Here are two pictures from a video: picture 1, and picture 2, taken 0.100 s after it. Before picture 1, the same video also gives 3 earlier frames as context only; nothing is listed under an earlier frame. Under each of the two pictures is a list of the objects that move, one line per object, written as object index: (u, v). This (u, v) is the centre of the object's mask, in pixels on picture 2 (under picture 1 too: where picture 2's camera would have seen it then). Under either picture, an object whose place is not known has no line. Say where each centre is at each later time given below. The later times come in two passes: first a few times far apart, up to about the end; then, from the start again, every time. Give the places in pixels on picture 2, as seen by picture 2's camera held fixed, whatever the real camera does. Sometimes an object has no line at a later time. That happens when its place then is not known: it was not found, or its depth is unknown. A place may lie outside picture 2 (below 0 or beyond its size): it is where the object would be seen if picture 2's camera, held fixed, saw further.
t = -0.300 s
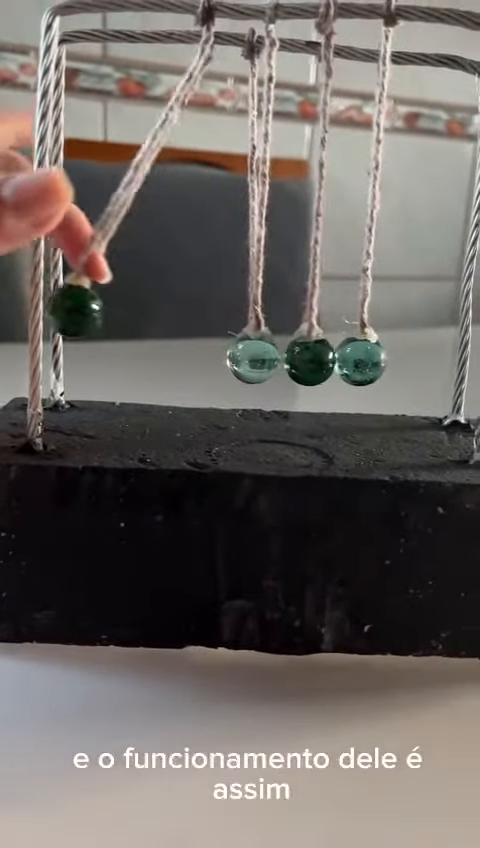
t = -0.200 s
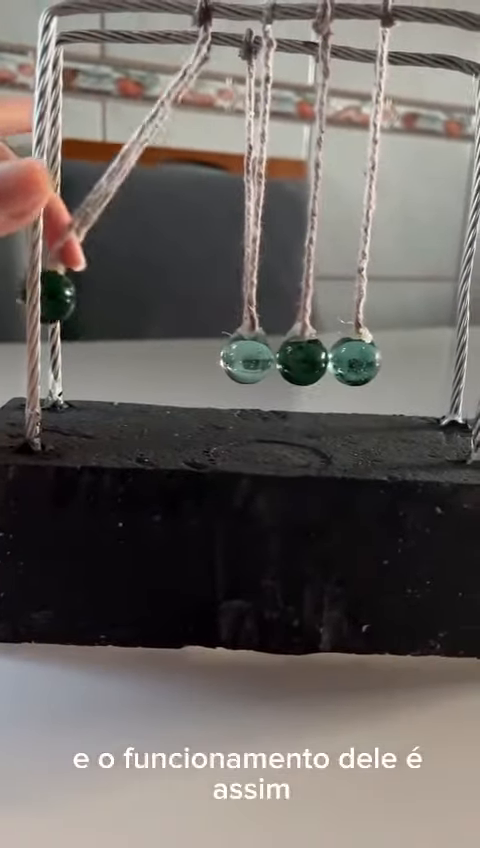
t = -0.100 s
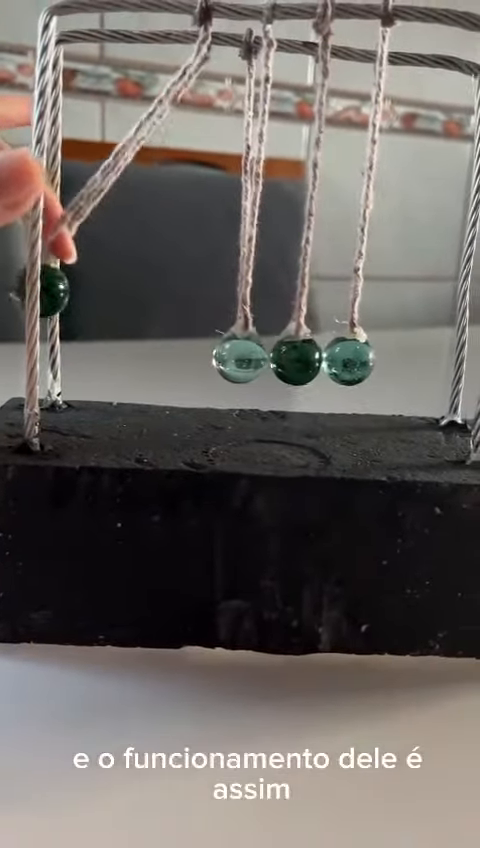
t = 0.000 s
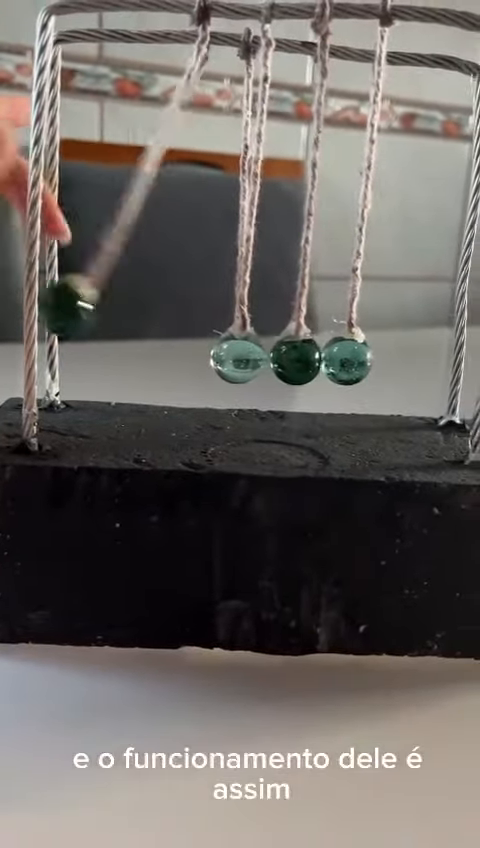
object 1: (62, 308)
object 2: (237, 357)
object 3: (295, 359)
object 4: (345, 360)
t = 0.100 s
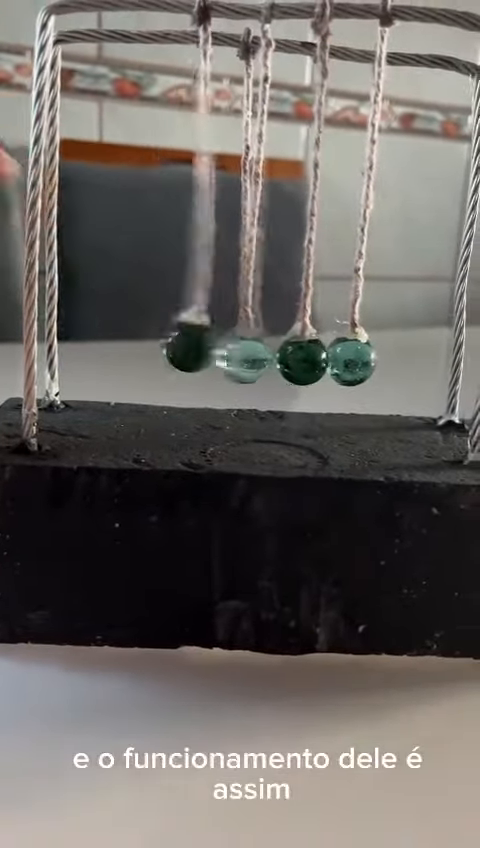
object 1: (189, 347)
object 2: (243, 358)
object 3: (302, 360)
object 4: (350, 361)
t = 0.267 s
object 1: (201, 349)
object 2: (266, 358)
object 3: (333, 361)
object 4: (465, 344)
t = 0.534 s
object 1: (130, 338)
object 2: (215, 357)
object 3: (281, 360)
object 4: (319, 349)
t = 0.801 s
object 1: (201, 348)
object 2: (258, 359)
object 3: (332, 357)
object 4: (389, 361)
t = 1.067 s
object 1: (186, 348)
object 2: (247, 359)
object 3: (301, 361)
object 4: (353, 362)
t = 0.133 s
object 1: (197, 347)
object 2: (253, 358)
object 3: (311, 361)
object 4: (380, 357)
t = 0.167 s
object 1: (203, 345)
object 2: (254, 357)
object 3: (321, 362)
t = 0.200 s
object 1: (204, 348)
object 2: (260, 357)
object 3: (328, 362)
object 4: (443, 345)
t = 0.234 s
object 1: (203, 349)
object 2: (265, 357)
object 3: (332, 361)
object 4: (460, 342)
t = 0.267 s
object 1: (201, 349)
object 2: (266, 358)
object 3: (333, 361)
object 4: (465, 344)
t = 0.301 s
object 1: (199, 349)
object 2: (267, 358)
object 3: (330, 360)
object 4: (462, 347)
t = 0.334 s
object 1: (197, 349)
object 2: (266, 359)
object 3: (325, 359)
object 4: (453, 352)
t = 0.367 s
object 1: (195, 349)
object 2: (262, 359)
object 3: (317, 358)
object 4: (424, 358)
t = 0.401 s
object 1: (192, 348)
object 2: (254, 359)
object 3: (308, 359)
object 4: (389, 362)
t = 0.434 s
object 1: (190, 348)
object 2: (246, 359)
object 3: (299, 359)
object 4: (349, 360)
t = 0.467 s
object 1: (167, 346)
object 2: (236, 359)
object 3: (291, 360)
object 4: (335, 356)
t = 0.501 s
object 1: (146, 341)
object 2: (225, 358)
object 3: (284, 360)
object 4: (325, 351)
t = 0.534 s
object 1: (130, 338)
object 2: (215, 357)
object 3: (281, 360)
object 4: (319, 349)
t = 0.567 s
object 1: (122, 335)
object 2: (209, 356)
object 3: (278, 359)
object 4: (316, 349)
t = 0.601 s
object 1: (122, 336)
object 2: (207, 356)
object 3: (275, 360)
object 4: (316, 352)
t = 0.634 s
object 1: (129, 338)
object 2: (210, 356)
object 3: (274, 359)
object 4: (320, 355)
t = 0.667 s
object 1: (144, 341)
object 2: (217, 357)
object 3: (277, 360)
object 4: (330, 358)
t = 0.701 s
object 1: (164, 345)
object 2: (226, 359)
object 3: (281, 359)
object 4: (344, 362)
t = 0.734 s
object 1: (183, 347)
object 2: (236, 360)
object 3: (294, 359)
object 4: (359, 362)
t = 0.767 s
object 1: (192, 348)
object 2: (248, 360)
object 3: (316, 359)
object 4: (374, 362)
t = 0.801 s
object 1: (201, 348)
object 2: (258, 359)
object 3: (332, 357)
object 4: (389, 361)
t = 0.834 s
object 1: (210, 349)
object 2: (268, 358)
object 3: (343, 356)
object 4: (403, 360)
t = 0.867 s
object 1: (218, 349)
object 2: (274, 357)
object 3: (350, 357)
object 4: (410, 358)
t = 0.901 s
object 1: (222, 348)
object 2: (278, 357)
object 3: (351, 359)
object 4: (413, 356)
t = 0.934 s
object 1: (223, 348)
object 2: (278, 357)
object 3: (346, 360)
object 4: (409, 356)
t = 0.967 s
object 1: (221, 348)
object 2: (274, 358)
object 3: (337, 361)
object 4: (399, 357)
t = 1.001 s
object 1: (215, 349)
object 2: (269, 358)
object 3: (324, 362)
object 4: (384, 360)
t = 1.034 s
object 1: (201, 348)
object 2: (259, 359)
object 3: (315, 362)
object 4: (367, 362)
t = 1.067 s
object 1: (186, 348)
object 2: (247, 359)
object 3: (301, 361)
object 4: (353, 362)
